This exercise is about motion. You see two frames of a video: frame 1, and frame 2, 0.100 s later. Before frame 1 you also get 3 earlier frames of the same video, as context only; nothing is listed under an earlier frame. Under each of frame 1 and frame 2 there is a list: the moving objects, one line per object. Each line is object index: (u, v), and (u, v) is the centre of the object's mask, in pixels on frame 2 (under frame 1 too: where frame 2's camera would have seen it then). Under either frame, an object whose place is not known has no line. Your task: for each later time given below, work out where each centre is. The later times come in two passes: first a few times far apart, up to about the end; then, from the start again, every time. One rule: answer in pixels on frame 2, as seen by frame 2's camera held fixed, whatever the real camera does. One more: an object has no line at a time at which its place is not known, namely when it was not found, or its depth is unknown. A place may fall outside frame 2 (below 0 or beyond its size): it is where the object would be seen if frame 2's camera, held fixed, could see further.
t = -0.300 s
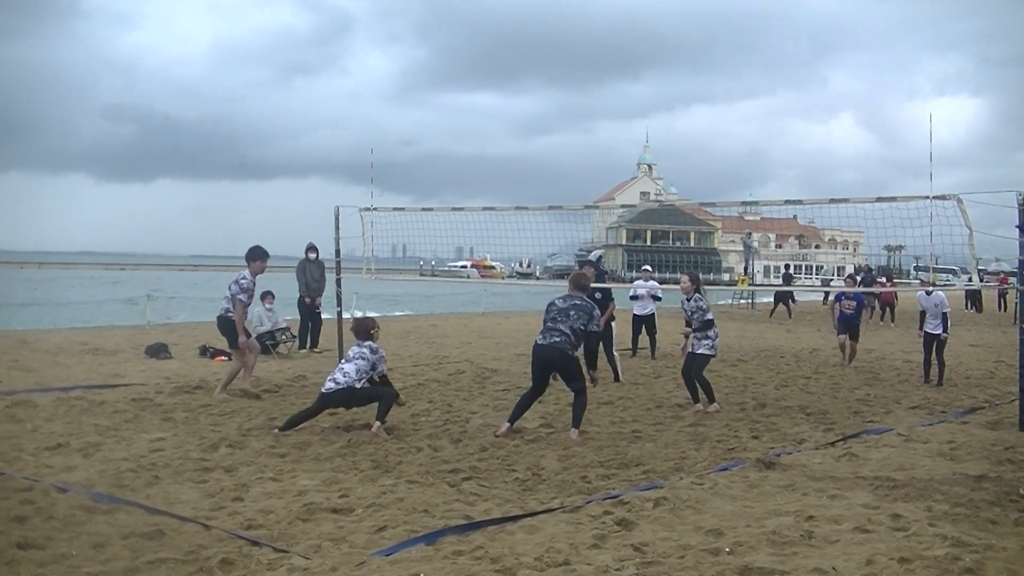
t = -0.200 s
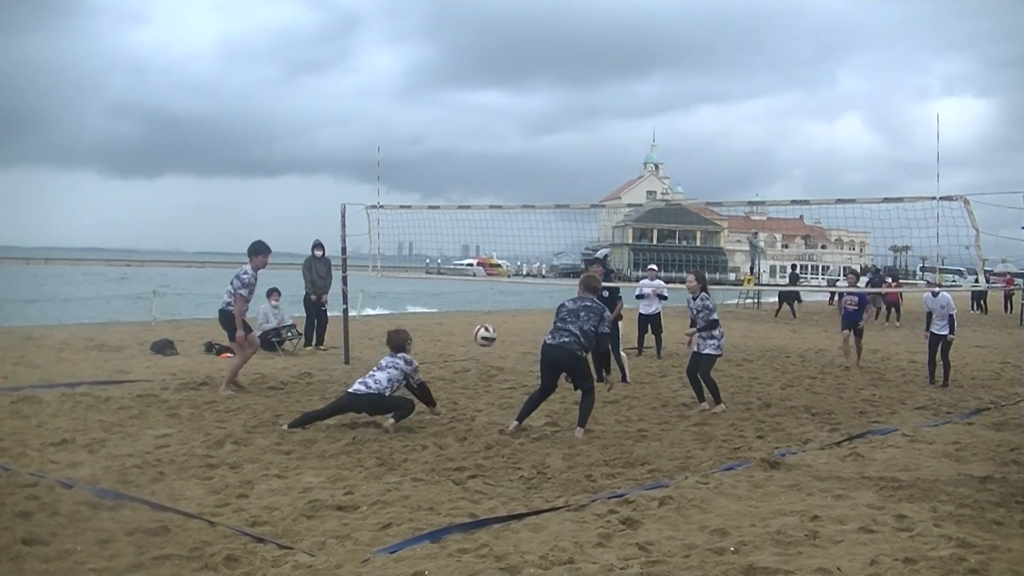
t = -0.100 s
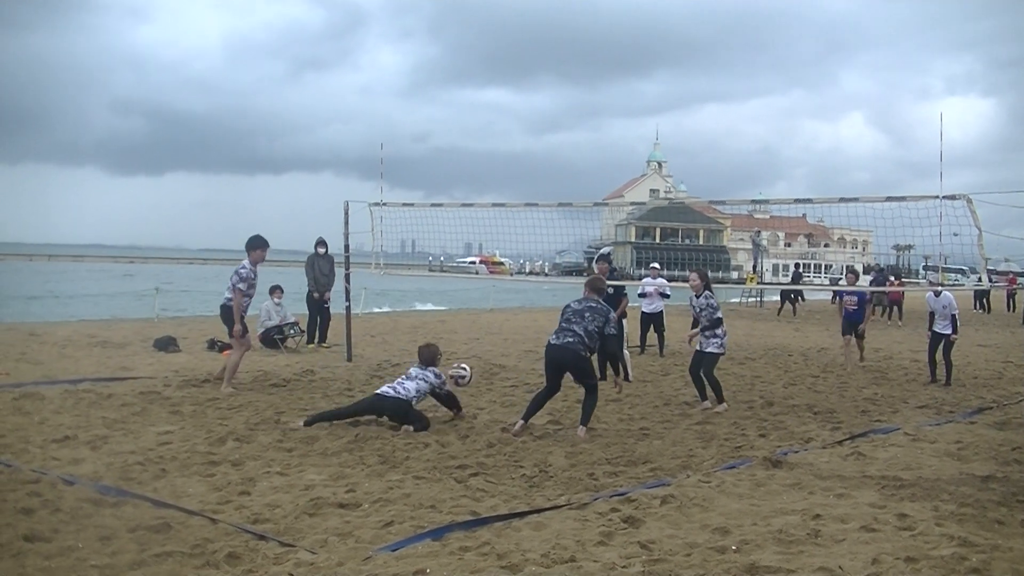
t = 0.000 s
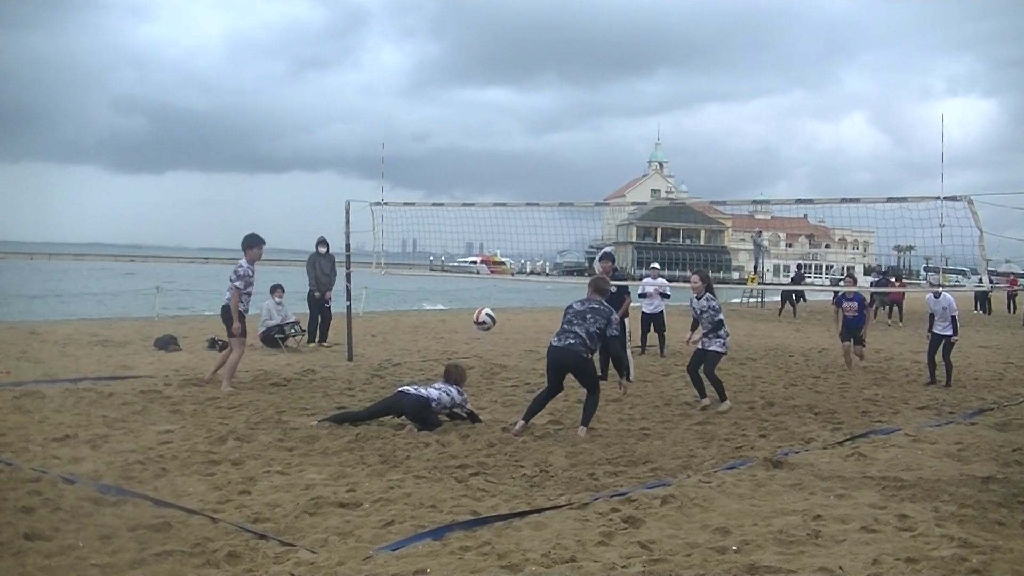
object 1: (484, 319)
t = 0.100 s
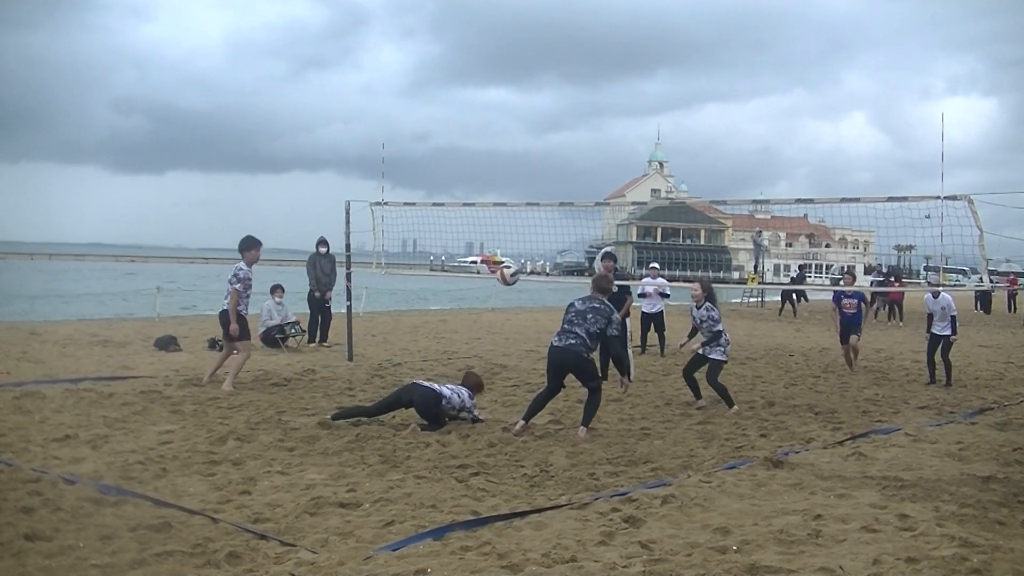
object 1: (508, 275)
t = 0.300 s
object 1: (553, 219)
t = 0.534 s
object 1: (603, 206)
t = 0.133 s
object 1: (515, 263)
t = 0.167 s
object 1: (523, 251)
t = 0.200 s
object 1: (530, 241)
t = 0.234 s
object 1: (538, 233)
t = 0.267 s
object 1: (545, 226)
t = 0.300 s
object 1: (553, 219)
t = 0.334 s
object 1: (560, 214)
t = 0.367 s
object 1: (567, 210)
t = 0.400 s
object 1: (575, 207)
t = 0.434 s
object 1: (581, 205)
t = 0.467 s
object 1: (589, 205)
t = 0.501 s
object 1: (596, 204)
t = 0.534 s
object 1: (603, 206)
